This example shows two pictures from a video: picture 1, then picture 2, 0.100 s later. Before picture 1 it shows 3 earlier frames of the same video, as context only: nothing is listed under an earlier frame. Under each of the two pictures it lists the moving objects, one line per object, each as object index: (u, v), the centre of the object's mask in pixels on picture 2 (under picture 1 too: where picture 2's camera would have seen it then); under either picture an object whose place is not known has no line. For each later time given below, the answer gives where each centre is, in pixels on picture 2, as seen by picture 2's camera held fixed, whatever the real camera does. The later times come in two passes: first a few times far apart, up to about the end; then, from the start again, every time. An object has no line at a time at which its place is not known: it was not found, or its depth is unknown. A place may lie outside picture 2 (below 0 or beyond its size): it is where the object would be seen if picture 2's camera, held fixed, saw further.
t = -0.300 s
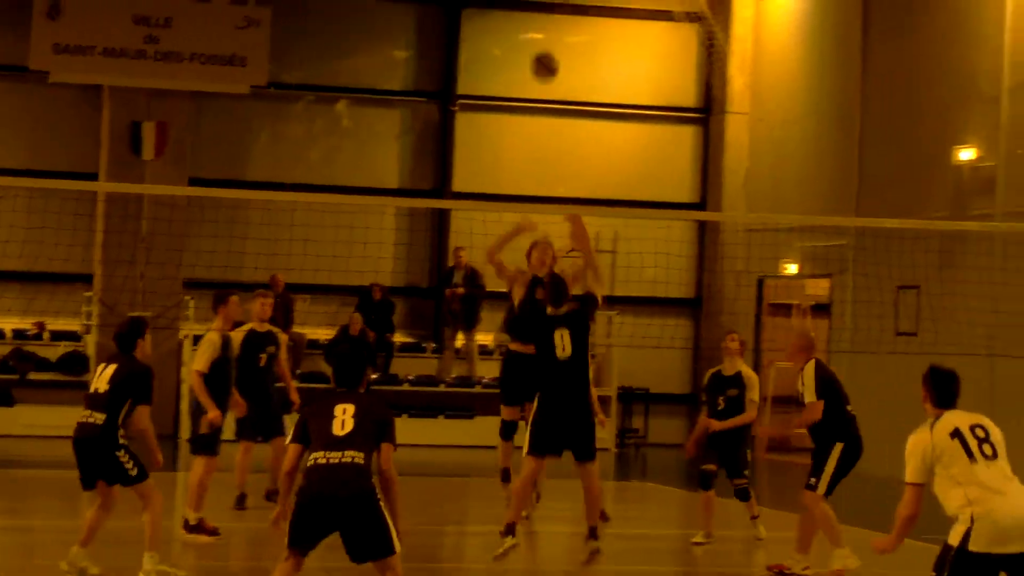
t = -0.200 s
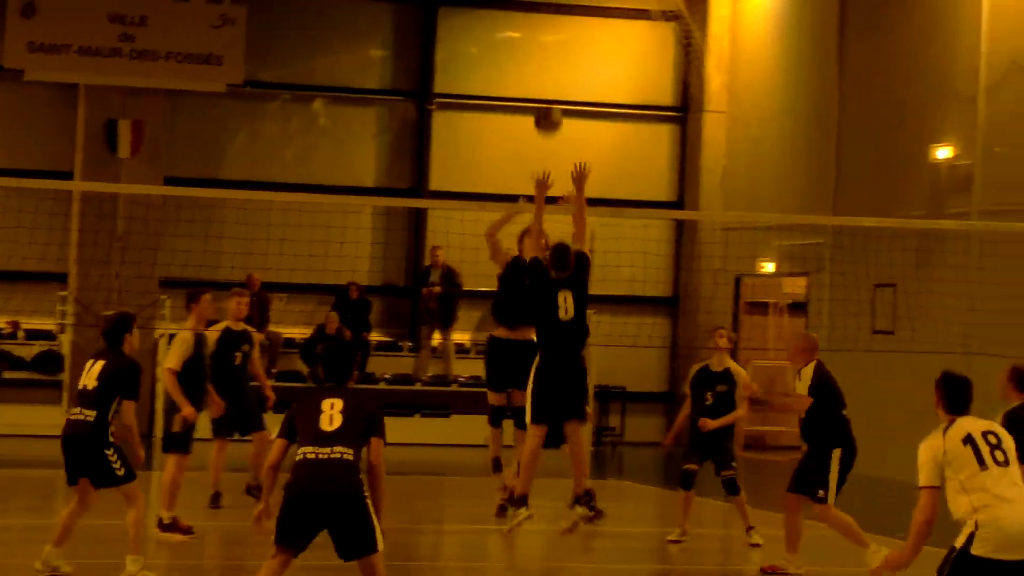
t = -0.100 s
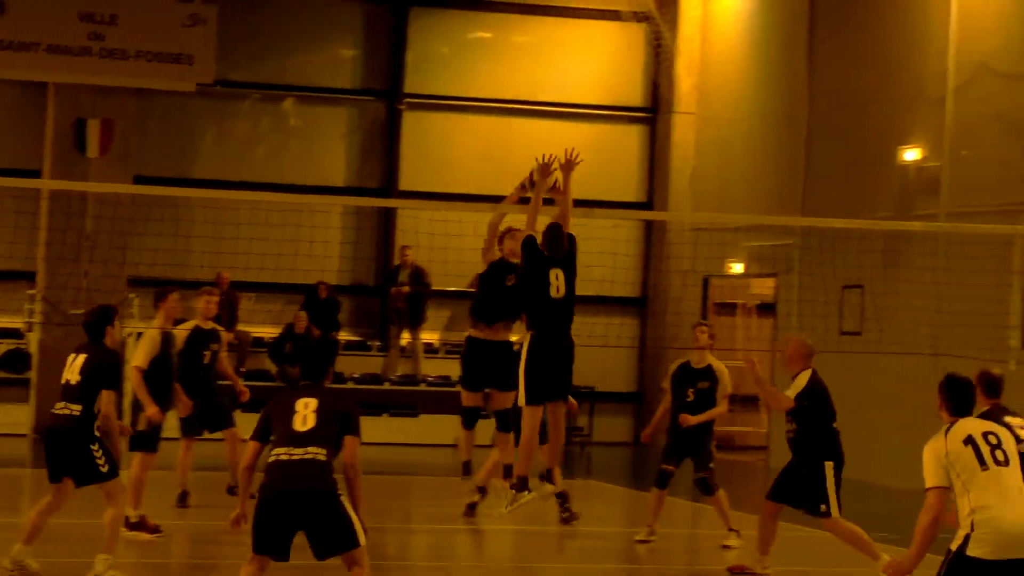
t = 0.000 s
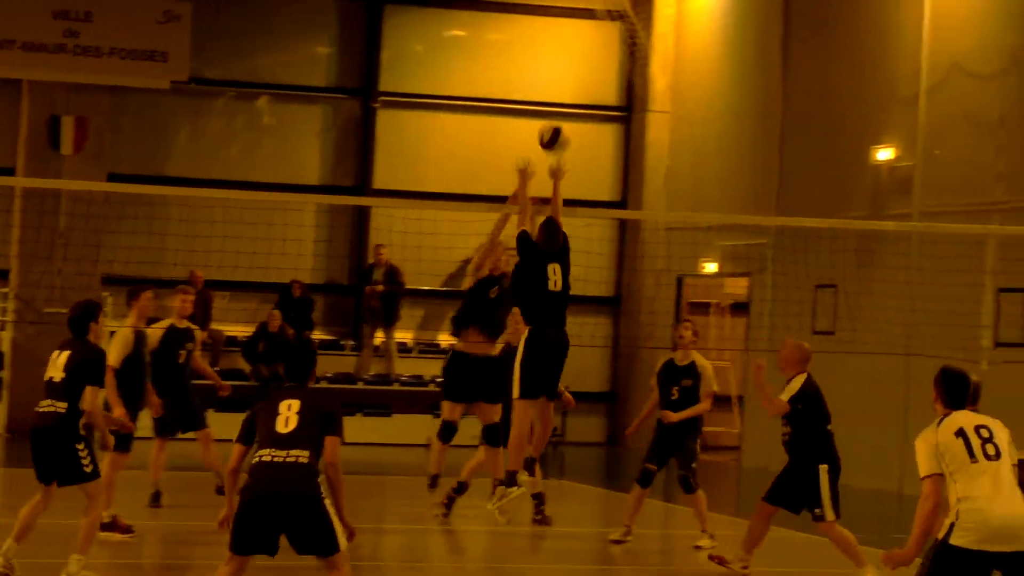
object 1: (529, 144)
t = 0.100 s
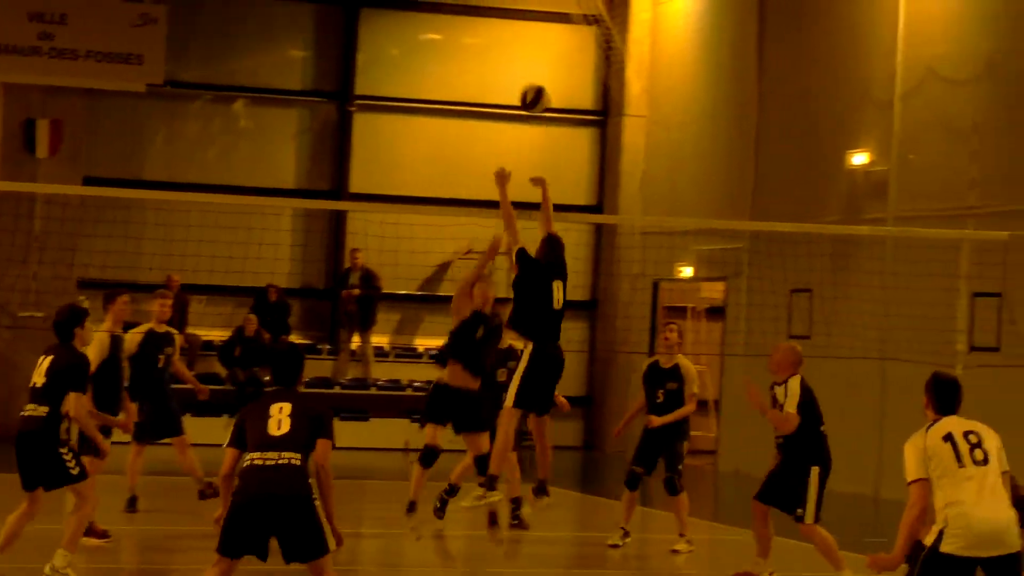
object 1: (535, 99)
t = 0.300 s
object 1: (542, 54)
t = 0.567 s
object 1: (550, 80)
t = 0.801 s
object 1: (550, 186)
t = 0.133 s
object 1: (536, 86)
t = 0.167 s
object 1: (536, 78)
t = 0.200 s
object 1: (540, 69)
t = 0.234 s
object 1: (541, 62)
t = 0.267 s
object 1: (540, 58)
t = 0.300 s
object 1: (542, 54)
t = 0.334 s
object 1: (544, 52)
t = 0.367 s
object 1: (546, 52)
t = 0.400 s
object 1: (544, 53)
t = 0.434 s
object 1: (545, 55)
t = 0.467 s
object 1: (548, 58)
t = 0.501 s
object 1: (548, 65)
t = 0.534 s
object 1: (548, 71)
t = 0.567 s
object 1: (550, 80)
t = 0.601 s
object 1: (550, 90)
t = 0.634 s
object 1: (551, 101)
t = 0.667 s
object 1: (551, 115)
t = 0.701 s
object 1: (551, 130)
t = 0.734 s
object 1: (551, 148)
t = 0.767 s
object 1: (551, 164)
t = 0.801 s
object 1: (550, 186)
